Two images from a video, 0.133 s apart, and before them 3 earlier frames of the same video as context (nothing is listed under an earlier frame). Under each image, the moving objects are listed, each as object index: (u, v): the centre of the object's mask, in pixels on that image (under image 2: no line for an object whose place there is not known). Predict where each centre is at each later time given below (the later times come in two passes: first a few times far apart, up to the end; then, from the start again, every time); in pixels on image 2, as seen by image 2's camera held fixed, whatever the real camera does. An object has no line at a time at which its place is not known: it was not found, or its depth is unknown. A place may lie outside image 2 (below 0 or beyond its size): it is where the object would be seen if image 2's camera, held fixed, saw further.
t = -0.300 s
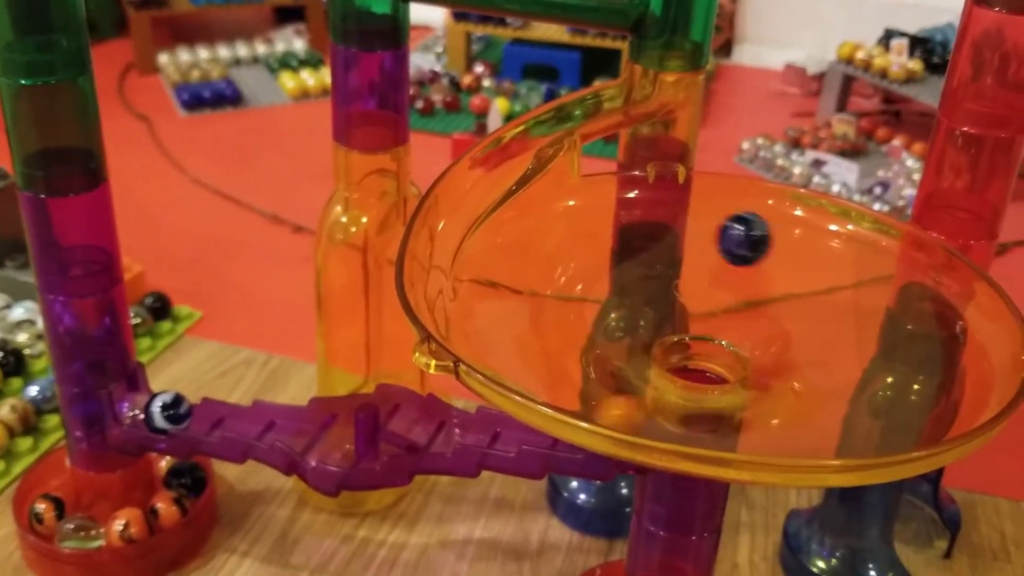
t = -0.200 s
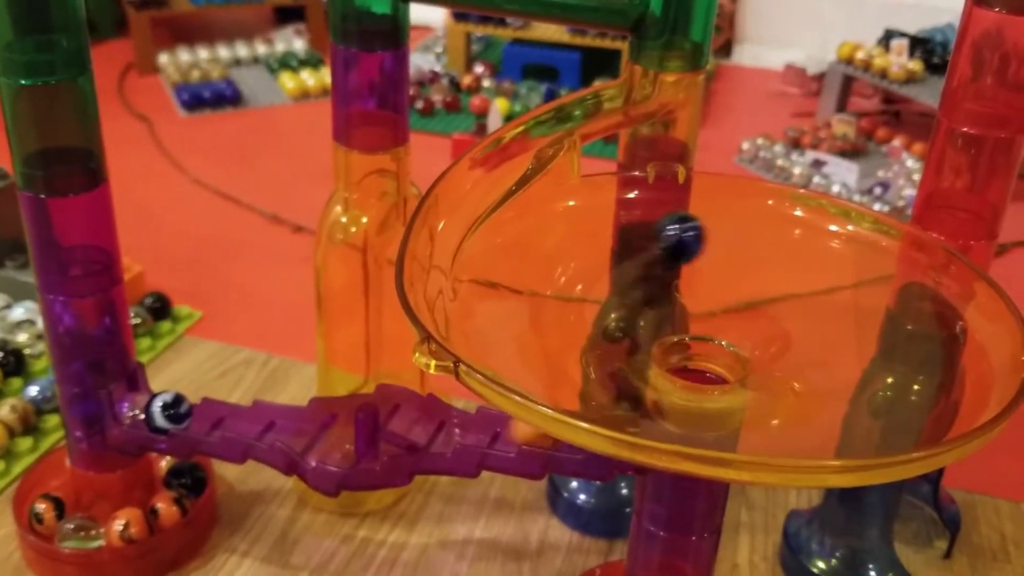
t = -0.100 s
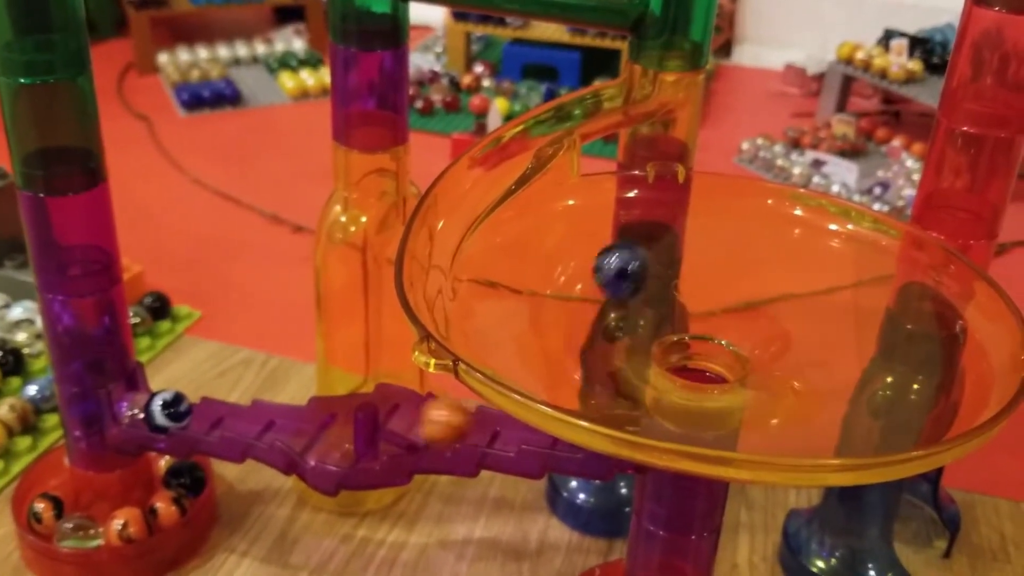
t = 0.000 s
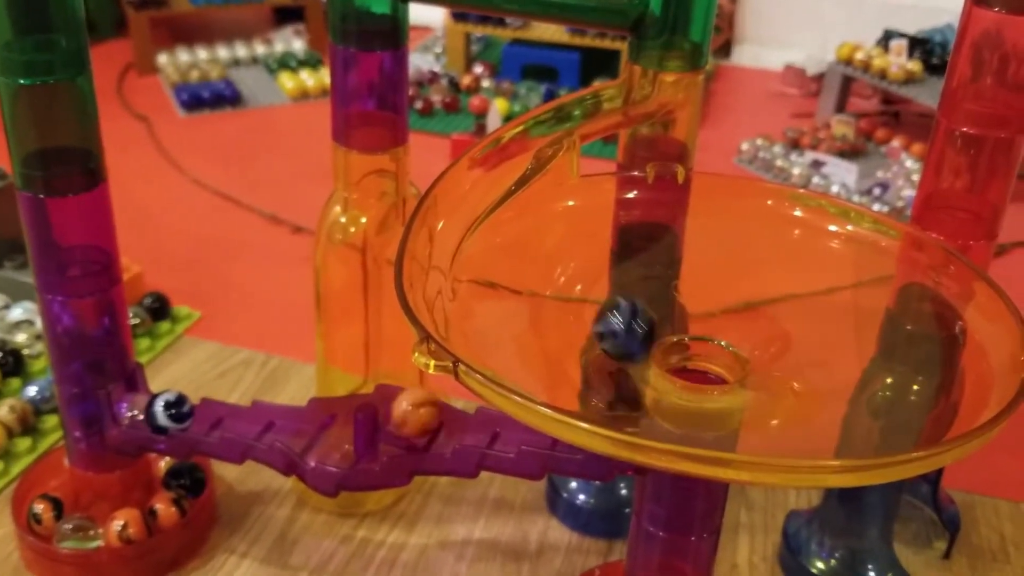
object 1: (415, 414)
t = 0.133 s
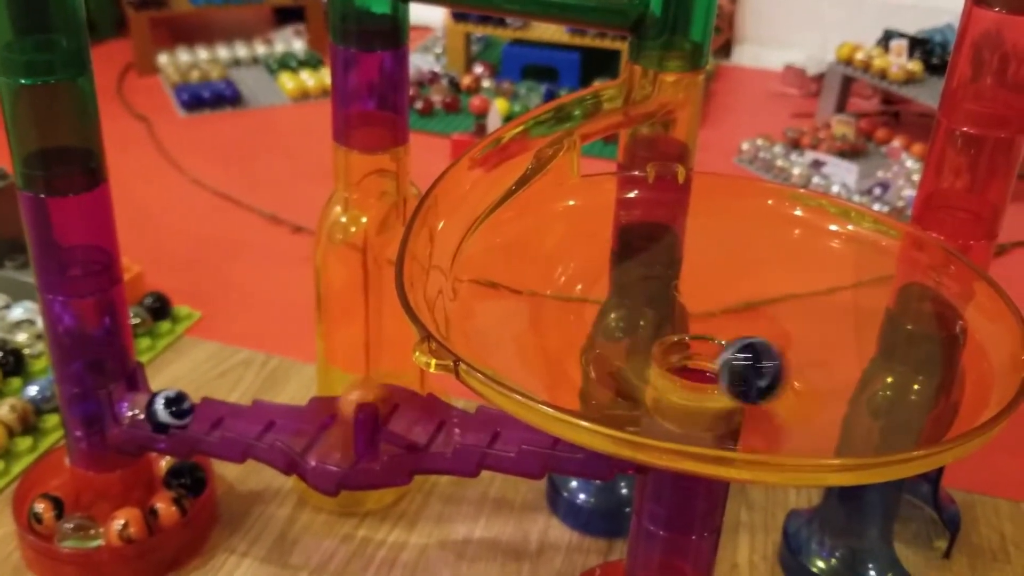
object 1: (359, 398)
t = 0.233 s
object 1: (303, 416)
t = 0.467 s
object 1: (209, 413)
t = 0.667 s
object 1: (206, 413)
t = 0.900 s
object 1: (206, 413)
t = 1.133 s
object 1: (206, 413)
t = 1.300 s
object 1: (206, 413)
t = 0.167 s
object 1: (339, 409)
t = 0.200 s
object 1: (323, 412)
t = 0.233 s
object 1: (303, 416)
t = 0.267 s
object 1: (282, 422)
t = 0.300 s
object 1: (272, 417)
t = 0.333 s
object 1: (260, 414)
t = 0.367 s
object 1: (246, 413)
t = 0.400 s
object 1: (229, 414)
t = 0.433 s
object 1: (210, 413)
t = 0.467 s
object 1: (209, 413)
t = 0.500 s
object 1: (209, 413)
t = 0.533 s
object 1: (208, 413)
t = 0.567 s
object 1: (207, 413)
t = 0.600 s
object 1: (207, 413)
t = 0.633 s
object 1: (206, 413)
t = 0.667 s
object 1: (206, 413)
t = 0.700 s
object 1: (206, 413)
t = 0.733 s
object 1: (205, 413)
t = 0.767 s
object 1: (206, 413)
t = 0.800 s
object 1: (206, 413)
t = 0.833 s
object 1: (206, 413)
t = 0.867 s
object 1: (205, 413)
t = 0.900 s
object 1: (206, 413)
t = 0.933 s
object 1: (205, 413)
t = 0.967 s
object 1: (205, 413)
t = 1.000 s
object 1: (206, 413)
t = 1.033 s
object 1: (205, 413)
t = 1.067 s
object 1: (205, 413)
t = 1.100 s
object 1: (205, 413)
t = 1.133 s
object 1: (206, 413)
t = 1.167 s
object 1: (206, 413)
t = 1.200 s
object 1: (206, 413)
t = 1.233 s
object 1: (206, 413)
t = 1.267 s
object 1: (206, 413)
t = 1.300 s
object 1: (206, 413)
